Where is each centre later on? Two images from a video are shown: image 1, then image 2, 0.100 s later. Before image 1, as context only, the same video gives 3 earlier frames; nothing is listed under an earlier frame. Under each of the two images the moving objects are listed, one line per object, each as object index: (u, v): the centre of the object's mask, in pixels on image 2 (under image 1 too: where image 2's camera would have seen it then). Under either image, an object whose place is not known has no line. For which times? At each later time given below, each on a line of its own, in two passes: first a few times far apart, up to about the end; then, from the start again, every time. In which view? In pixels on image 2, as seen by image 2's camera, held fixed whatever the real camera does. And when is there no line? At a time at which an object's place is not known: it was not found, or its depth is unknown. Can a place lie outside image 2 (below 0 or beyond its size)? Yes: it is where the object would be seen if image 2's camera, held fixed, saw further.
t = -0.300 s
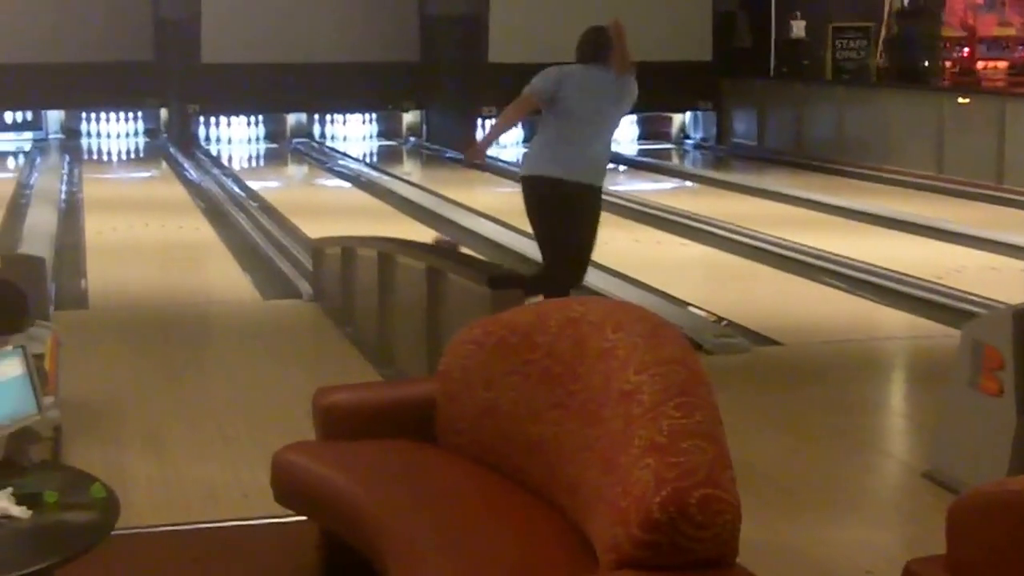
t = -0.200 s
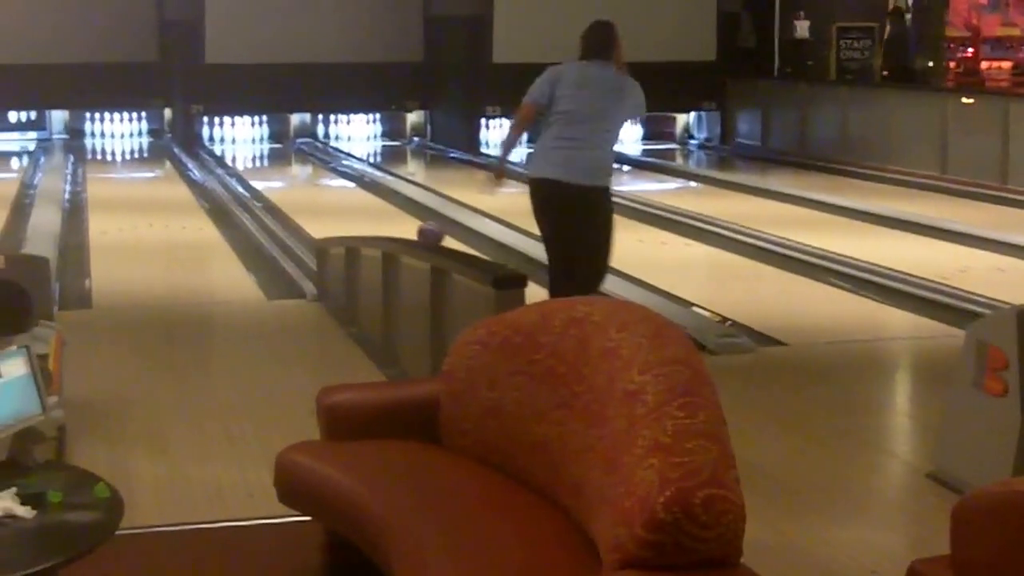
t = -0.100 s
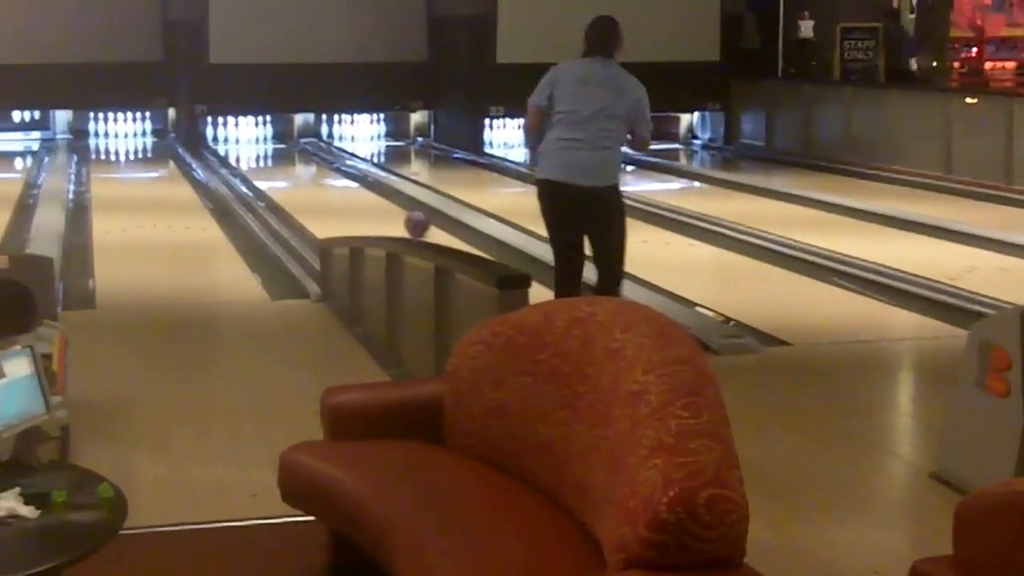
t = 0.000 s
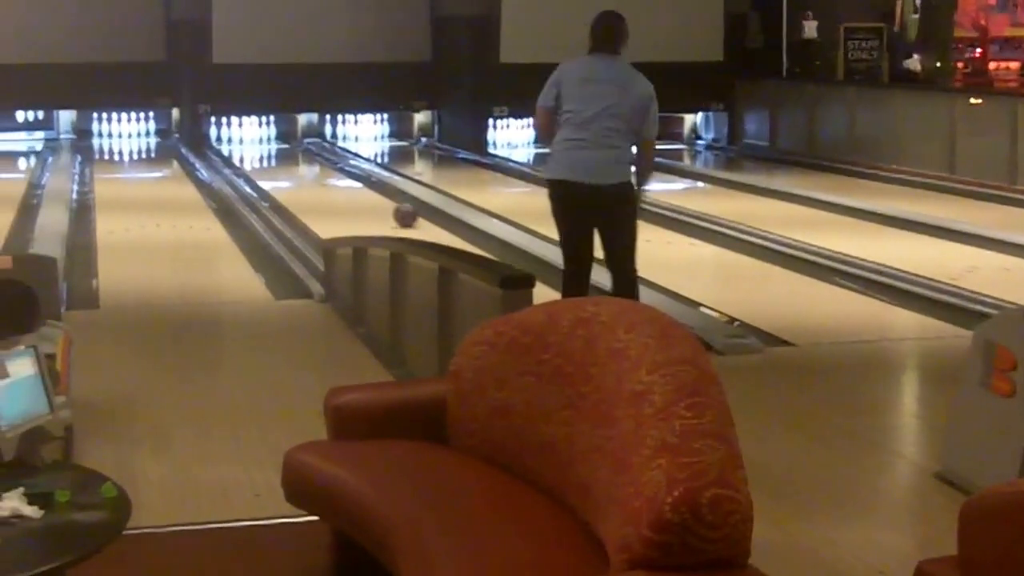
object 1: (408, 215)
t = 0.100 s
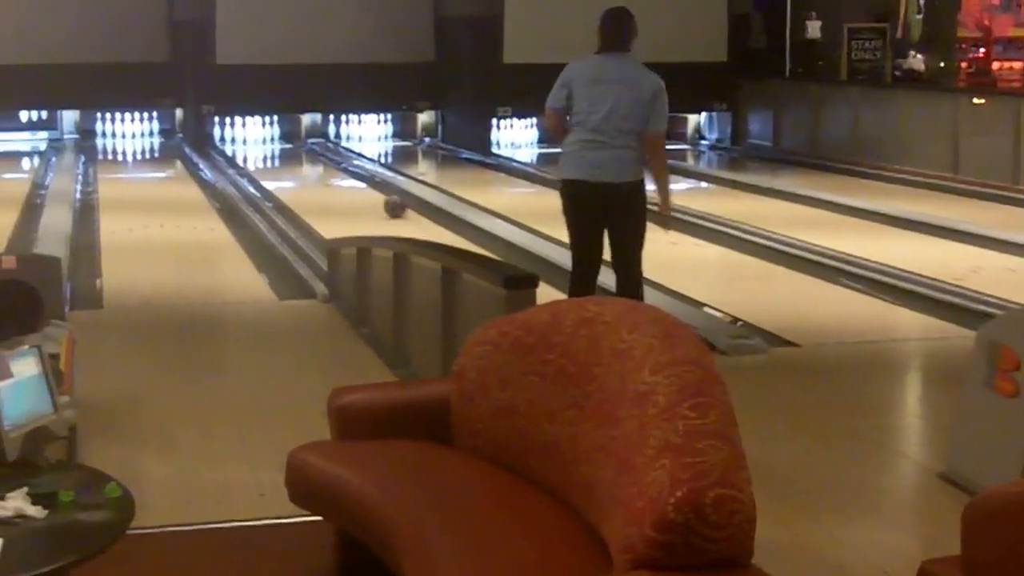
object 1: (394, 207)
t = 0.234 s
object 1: (378, 197)
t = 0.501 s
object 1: (350, 179)
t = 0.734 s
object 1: (328, 169)
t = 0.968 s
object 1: (310, 157)
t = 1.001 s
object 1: (308, 157)
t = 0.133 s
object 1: (390, 204)
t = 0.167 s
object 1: (386, 202)
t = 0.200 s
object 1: (382, 199)
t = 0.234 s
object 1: (378, 197)
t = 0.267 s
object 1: (374, 194)
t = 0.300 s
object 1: (370, 192)
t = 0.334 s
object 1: (367, 189)
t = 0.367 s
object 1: (364, 187)
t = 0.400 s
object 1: (360, 186)
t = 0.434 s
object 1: (357, 182)
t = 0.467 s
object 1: (353, 181)
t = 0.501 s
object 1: (350, 179)
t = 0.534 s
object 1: (346, 178)
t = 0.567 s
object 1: (343, 175)
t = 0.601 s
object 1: (341, 174)
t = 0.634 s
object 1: (336, 172)
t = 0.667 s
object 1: (334, 171)
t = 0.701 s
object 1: (331, 170)
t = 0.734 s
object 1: (328, 169)
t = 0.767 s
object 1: (326, 165)
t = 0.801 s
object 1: (323, 165)
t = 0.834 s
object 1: (320, 163)
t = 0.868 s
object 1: (317, 161)
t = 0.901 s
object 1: (315, 159)
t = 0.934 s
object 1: (313, 159)
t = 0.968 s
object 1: (310, 157)
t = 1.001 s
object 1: (308, 157)
